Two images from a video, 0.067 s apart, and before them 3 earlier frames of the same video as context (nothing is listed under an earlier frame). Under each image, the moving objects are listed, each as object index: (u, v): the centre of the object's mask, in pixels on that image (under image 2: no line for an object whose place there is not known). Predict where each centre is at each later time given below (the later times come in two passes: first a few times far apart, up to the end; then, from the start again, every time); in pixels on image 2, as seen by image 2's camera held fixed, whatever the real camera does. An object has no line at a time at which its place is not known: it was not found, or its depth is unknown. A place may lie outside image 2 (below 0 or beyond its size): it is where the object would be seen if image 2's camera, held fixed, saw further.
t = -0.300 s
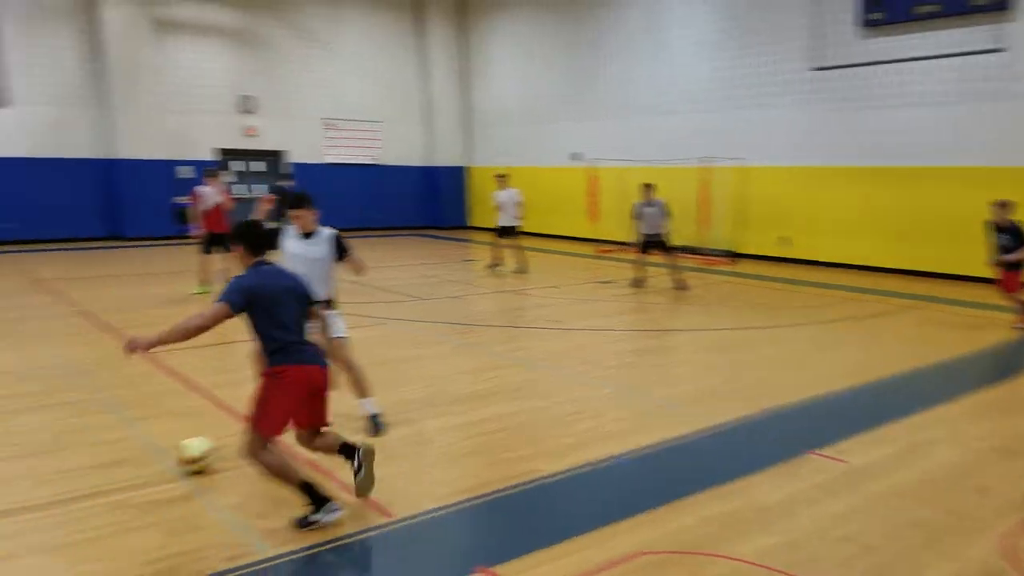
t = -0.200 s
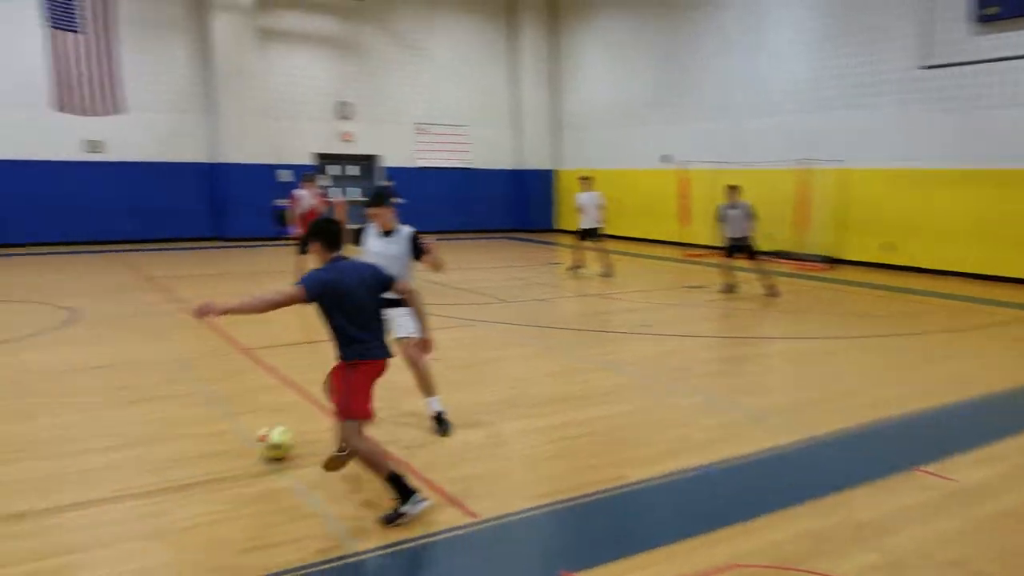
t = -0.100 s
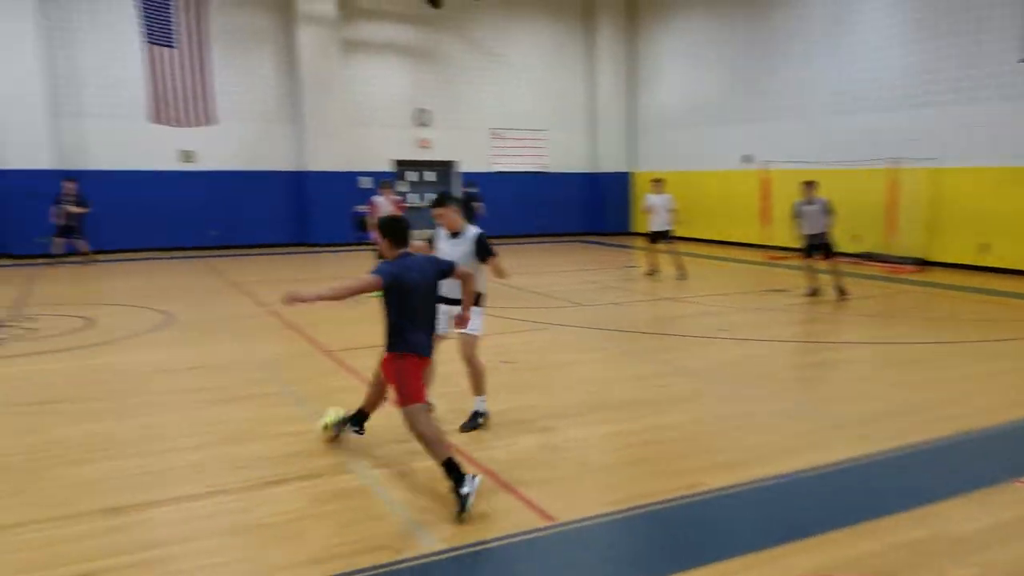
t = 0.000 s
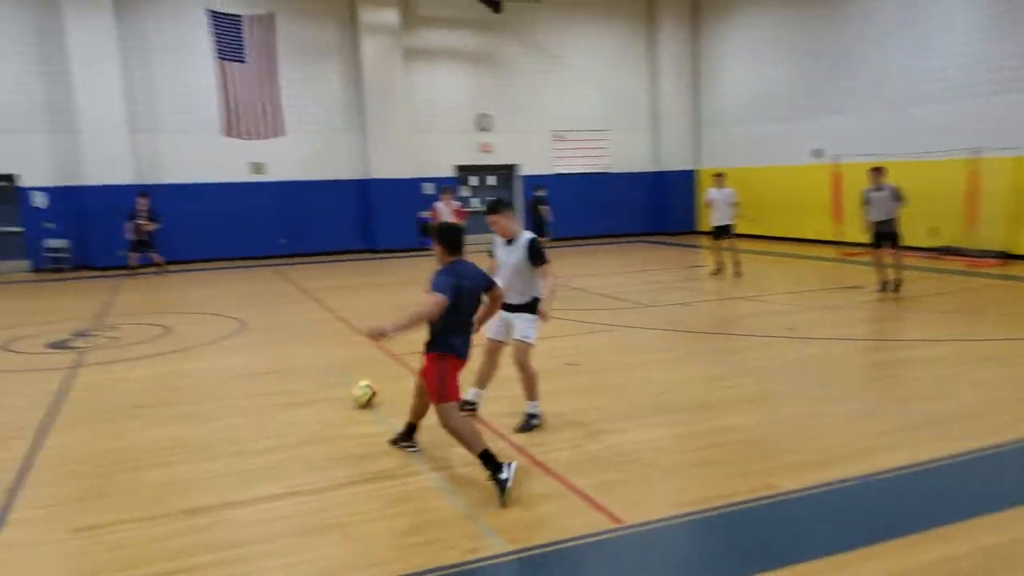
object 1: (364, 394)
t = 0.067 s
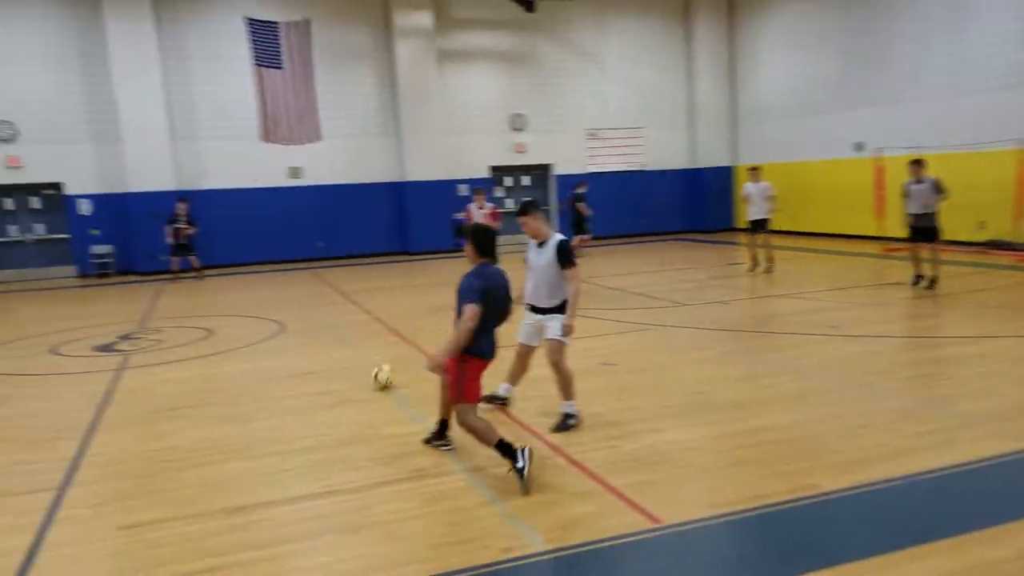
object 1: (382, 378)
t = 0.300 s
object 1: (343, 339)
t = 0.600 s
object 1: (314, 313)
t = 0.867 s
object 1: (297, 299)
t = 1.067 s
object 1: (285, 292)
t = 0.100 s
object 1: (375, 370)
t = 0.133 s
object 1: (369, 365)
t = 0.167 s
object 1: (363, 359)
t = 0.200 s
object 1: (356, 354)
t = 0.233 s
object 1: (352, 348)
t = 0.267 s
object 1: (347, 343)
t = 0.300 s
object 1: (343, 339)
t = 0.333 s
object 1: (338, 335)
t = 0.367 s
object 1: (334, 332)
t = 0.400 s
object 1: (330, 329)
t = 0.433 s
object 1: (327, 326)
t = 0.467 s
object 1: (324, 323)
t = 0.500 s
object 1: (321, 320)
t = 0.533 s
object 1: (318, 318)
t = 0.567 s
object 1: (316, 315)
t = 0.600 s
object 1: (314, 313)
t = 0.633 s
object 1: (311, 311)
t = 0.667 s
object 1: (309, 309)
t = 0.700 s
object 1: (307, 307)
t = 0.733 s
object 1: (304, 305)
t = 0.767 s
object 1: (302, 304)
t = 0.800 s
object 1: (300, 302)
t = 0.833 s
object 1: (298, 301)
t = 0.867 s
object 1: (297, 299)
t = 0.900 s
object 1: (295, 298)
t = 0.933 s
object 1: (292, 297)
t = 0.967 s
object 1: (290, 296)
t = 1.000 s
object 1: (289, 295)
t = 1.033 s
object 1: (286, 293)
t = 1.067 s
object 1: (285, 292)
